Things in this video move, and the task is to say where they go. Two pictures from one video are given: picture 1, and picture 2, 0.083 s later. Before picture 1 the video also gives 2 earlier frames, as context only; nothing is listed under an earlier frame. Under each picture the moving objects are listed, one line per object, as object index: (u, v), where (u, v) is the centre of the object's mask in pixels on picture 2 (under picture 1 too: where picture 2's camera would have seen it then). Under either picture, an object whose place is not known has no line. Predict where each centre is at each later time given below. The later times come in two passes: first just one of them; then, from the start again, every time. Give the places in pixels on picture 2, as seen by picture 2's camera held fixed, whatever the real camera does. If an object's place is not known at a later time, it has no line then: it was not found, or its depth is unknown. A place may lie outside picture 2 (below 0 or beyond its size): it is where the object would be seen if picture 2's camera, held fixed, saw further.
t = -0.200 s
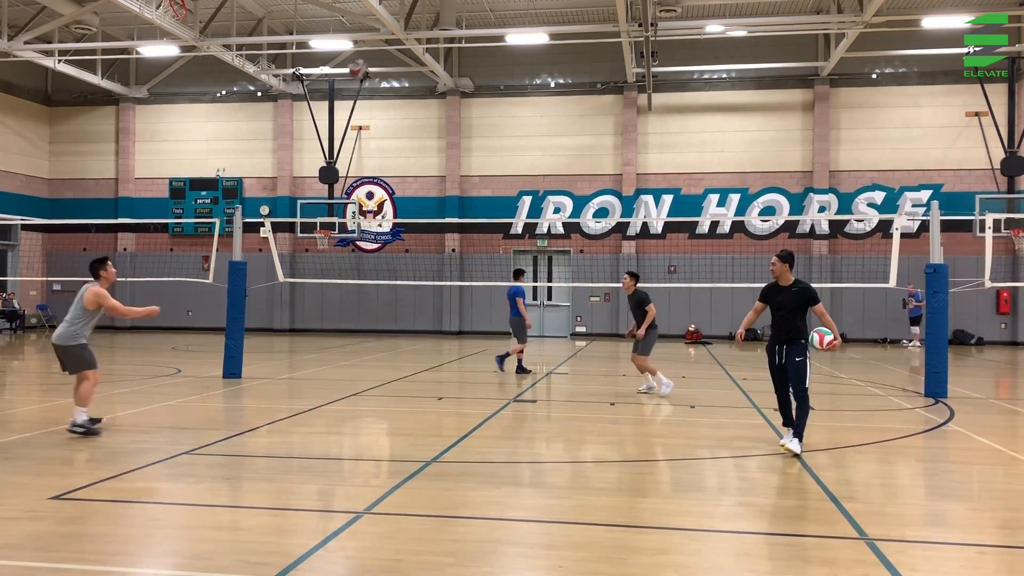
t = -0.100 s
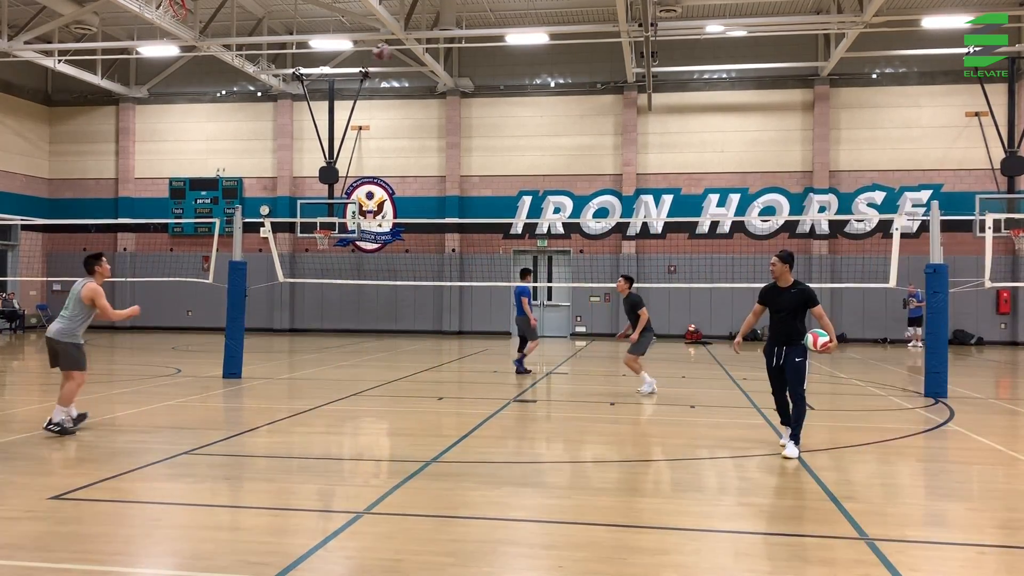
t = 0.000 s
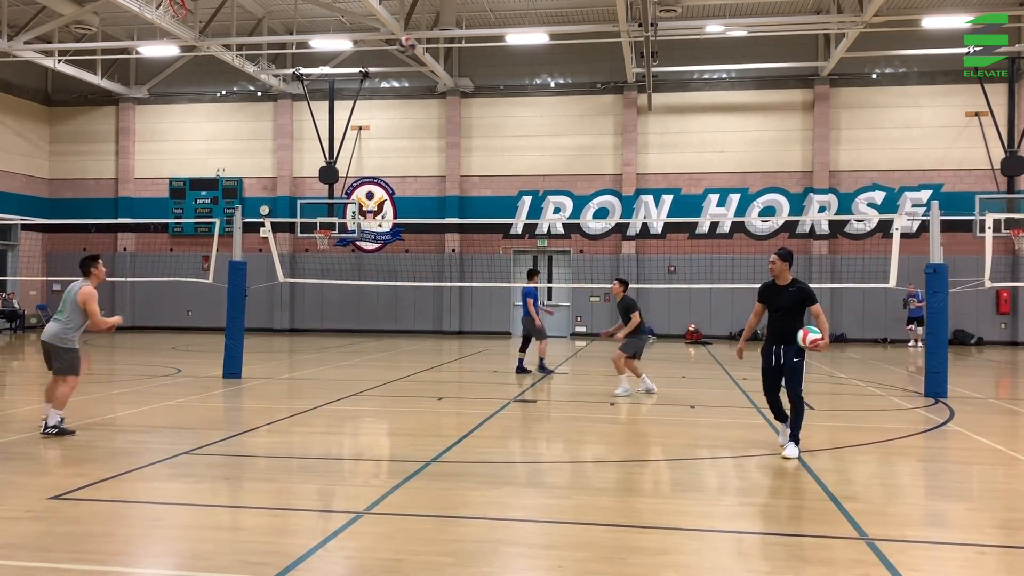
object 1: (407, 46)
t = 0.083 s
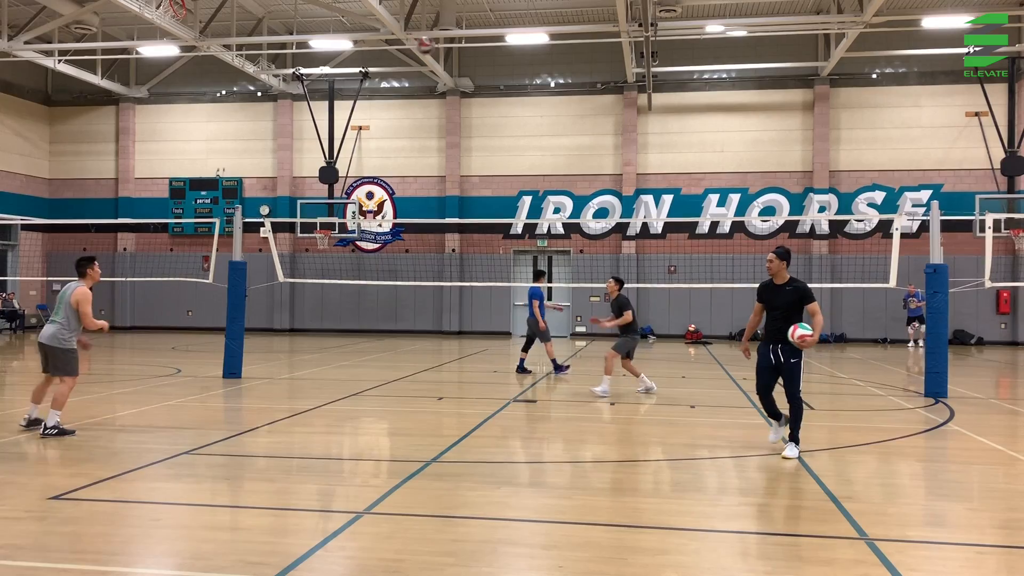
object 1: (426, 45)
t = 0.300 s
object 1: (472, 71)
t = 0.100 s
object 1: (430, 46)
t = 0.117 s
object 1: (433, 46)
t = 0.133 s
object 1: (437, 47)
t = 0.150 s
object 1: (440, 50)
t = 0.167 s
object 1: (444, 52)
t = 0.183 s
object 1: (447, 54)
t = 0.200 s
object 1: (451, 55)
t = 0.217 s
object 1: (453, 57)
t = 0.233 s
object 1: (457, 59)
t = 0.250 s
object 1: (461, 63)
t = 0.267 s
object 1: (465, 66)
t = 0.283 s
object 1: (468, 68)
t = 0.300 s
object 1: (472, 71)
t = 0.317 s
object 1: (475, 75)
